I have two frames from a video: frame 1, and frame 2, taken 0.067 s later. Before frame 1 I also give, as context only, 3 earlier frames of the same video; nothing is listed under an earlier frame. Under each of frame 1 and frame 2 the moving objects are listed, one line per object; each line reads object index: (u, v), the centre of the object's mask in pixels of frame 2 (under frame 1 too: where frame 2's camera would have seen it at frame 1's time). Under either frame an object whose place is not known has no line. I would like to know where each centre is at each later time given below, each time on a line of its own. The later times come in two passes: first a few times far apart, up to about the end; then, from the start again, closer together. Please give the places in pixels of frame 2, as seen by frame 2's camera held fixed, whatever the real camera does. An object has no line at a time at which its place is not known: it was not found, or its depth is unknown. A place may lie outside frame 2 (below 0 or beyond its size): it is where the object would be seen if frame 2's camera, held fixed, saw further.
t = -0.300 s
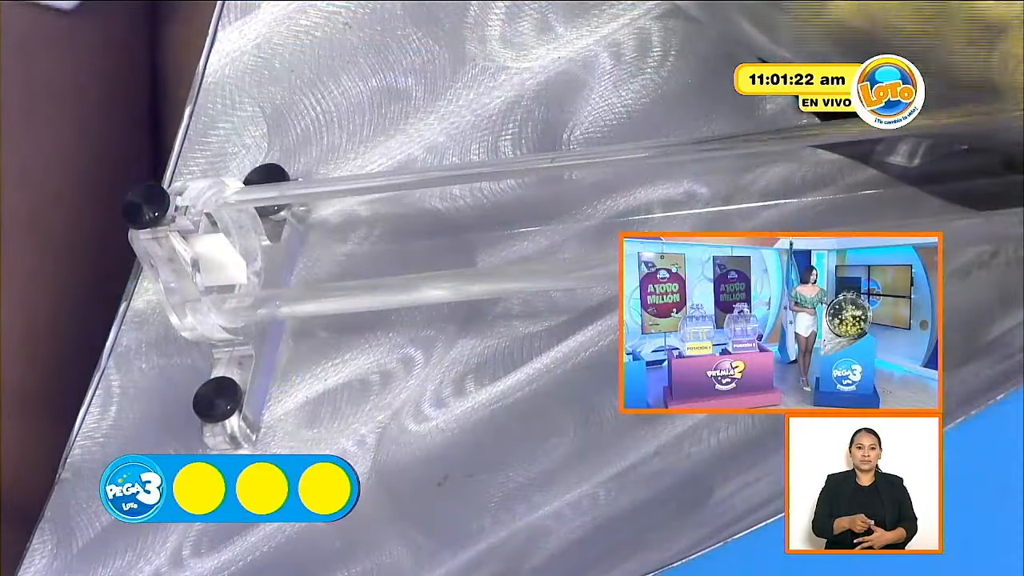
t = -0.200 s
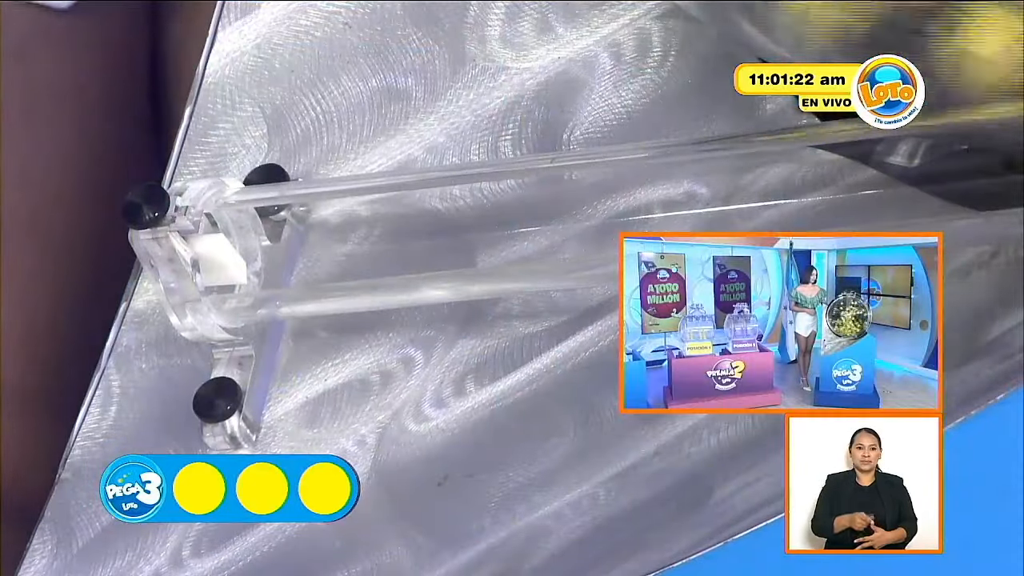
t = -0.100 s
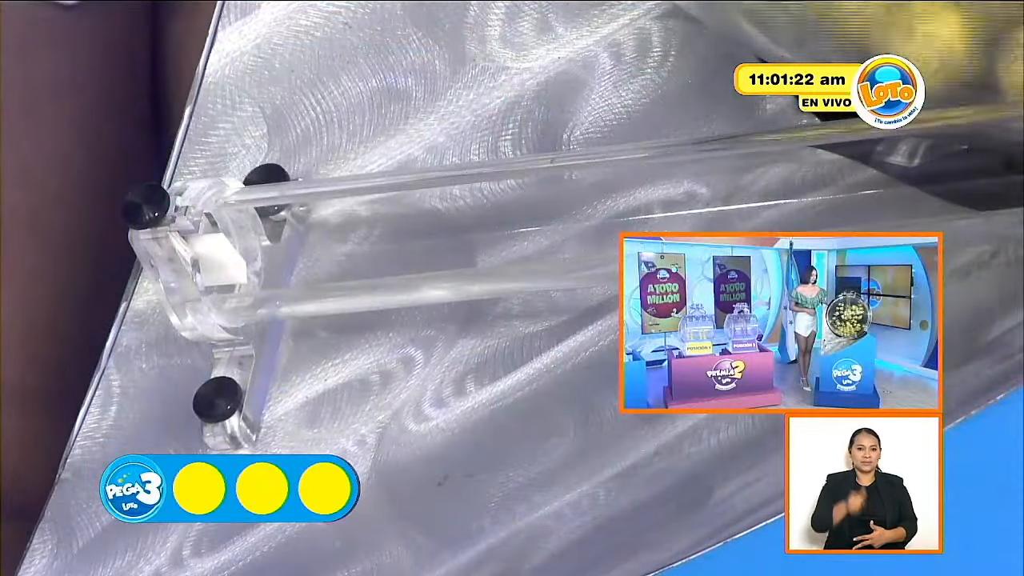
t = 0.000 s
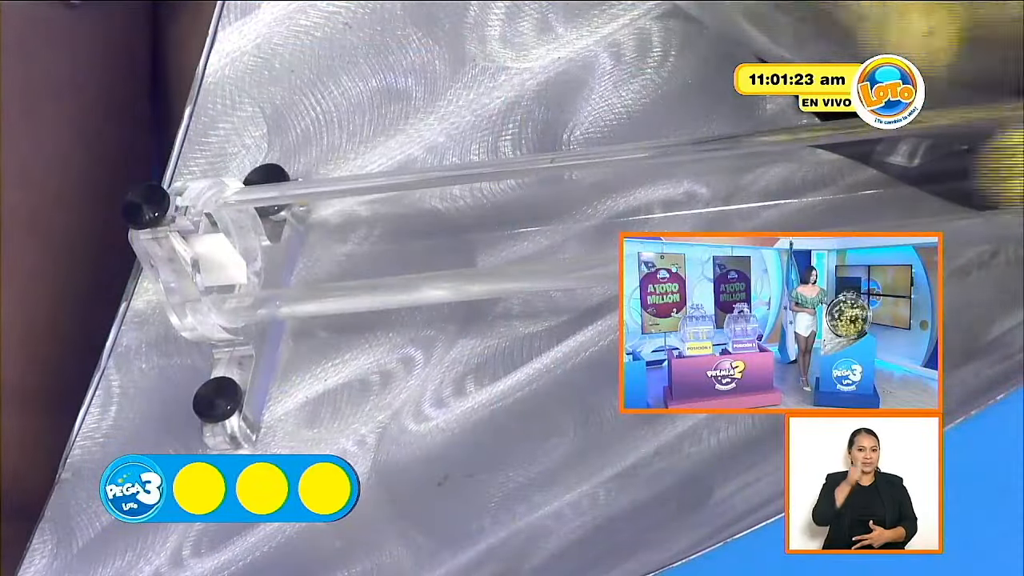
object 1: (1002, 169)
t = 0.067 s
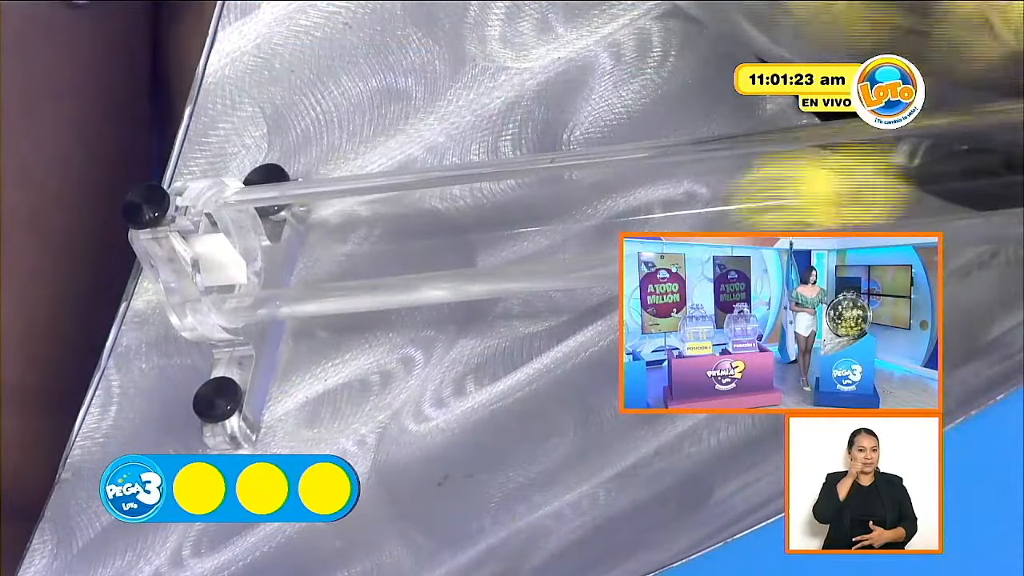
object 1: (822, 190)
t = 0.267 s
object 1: (322, 245)
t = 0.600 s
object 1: (297, 248)
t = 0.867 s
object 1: (297, 249)
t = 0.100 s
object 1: (701, 199)
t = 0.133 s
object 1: (563, 220)
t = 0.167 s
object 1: (444, 233)
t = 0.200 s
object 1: (332, 244)
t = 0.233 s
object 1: (316, 245)
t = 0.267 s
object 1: (322, 245)
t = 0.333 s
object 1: (318, 245)
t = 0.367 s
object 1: (309, 246)
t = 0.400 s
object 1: (300, 250)
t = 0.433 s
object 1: (299, 251)
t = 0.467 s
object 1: (297, 251)
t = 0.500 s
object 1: (297, 248)
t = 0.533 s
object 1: (297, 248)
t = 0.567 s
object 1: (297, 248)
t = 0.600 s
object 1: (297, 248)
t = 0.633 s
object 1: (297, 249)
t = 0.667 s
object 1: (297, 249)
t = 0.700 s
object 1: (297, 249)
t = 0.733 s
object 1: (297, 249)
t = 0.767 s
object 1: (297, 249)
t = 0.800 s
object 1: (297, 249)
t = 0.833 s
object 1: (297, 249)
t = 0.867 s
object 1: (297, 249)
